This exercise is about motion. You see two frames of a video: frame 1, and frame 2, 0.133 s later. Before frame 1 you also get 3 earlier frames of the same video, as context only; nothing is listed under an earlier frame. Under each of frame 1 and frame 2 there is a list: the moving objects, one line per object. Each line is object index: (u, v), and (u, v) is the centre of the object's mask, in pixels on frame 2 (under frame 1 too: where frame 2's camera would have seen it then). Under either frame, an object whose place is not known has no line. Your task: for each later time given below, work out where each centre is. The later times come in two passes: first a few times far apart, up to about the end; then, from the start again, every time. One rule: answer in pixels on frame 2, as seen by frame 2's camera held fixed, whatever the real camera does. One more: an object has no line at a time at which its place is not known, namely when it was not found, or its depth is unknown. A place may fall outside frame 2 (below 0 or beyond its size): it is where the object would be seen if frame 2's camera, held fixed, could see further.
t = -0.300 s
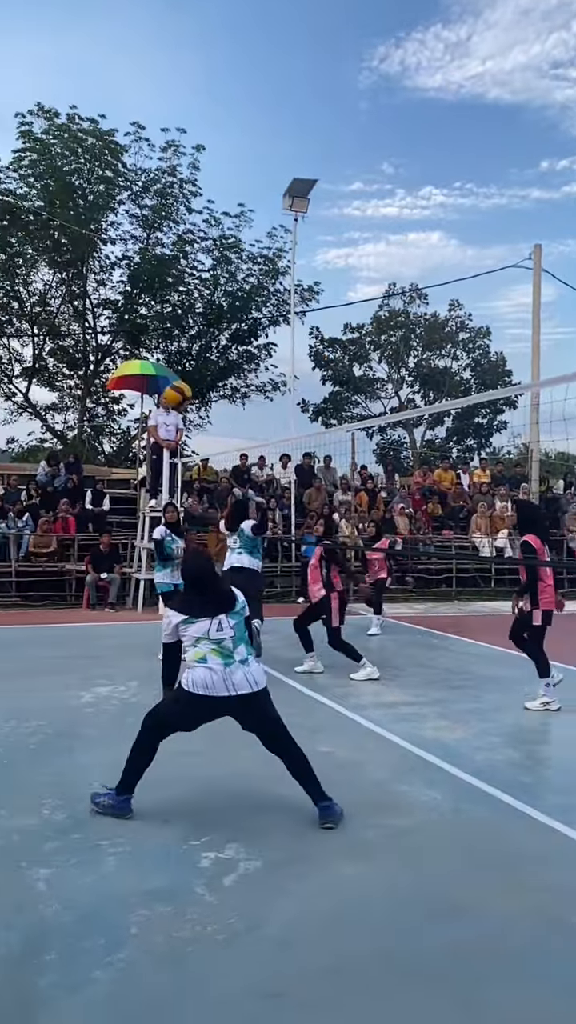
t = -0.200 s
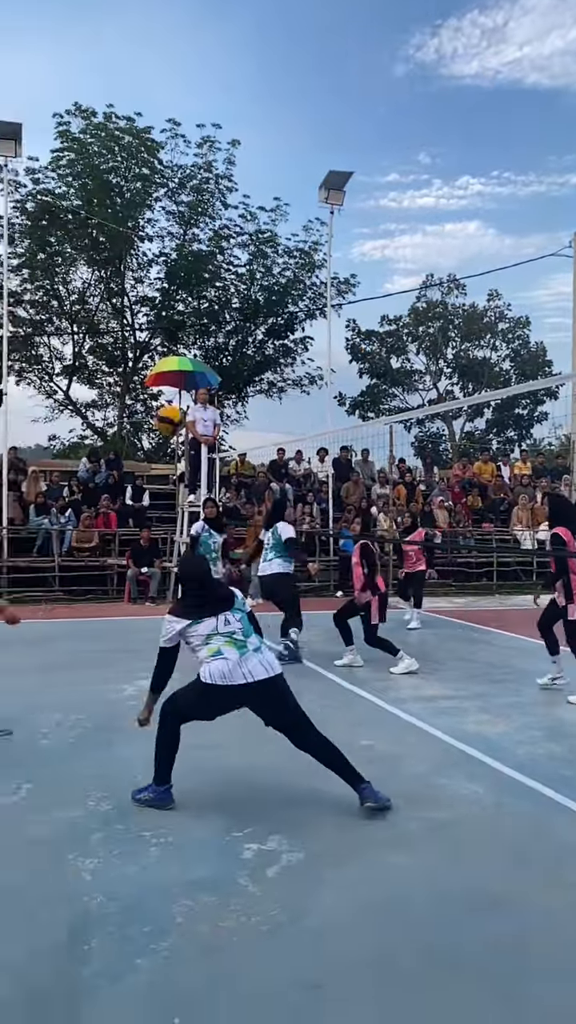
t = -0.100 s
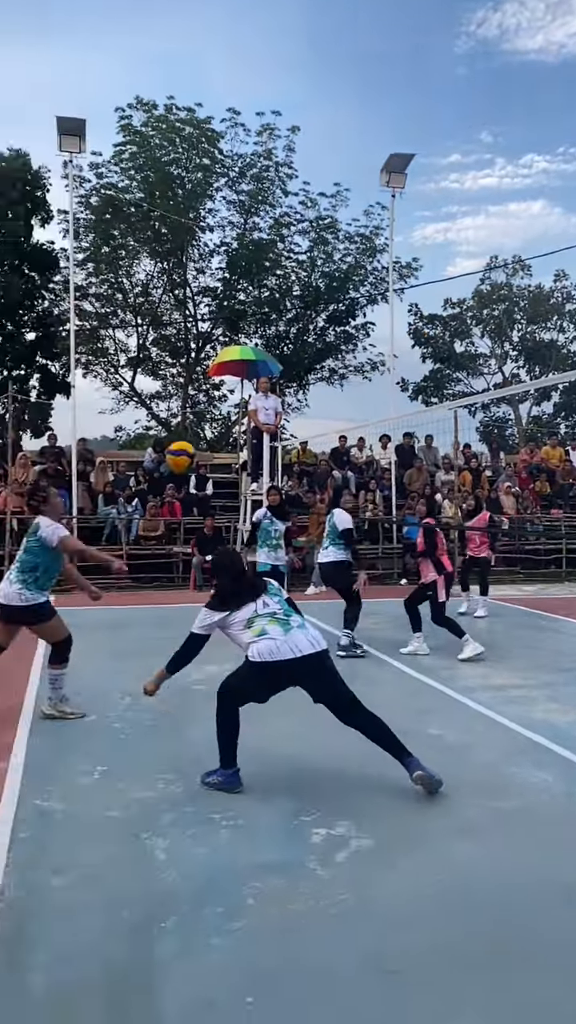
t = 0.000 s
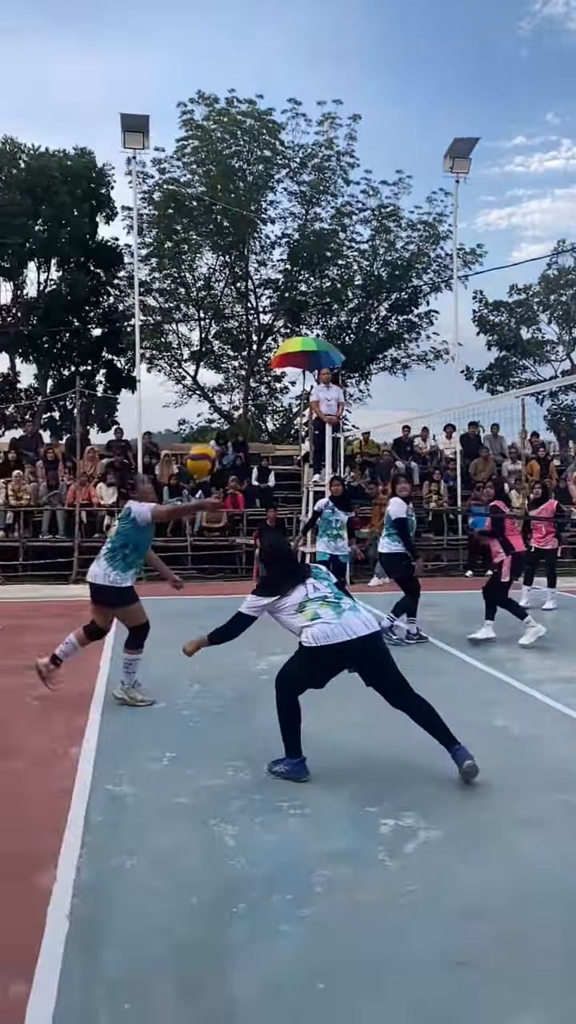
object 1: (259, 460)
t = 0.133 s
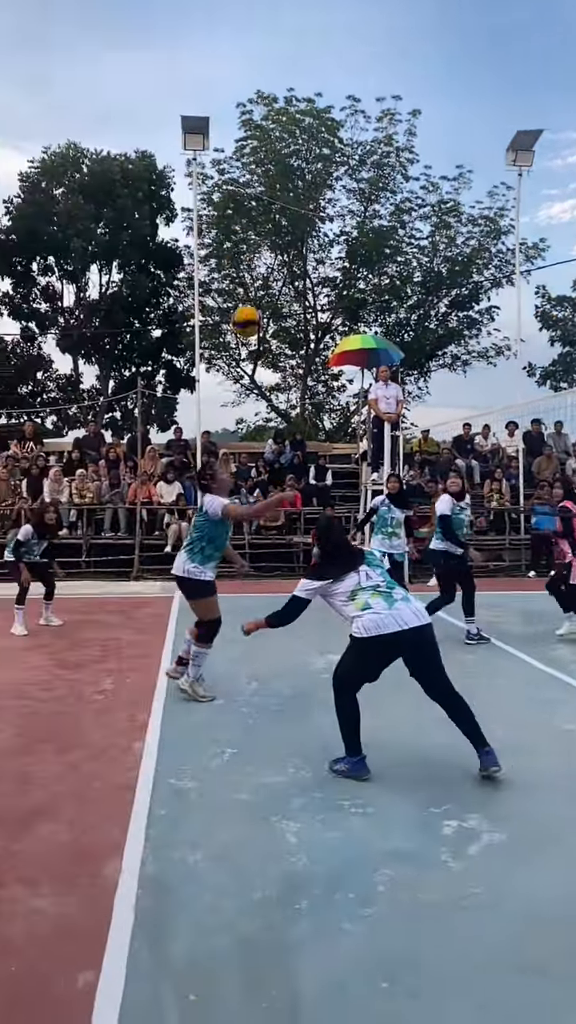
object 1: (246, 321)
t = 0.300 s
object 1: (229, 203)
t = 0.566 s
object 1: (206, 118)
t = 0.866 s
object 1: (181, 134)
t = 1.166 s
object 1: (157, 240)
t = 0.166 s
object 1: (244, 293)
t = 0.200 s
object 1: (240, 267)
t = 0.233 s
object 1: (236, 243)
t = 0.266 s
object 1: (234, 223)
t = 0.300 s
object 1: (229, 203)
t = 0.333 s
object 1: (226, 186)
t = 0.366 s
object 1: (223, 172)
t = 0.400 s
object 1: (220, 159)
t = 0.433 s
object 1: (217, 148)
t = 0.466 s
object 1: (214, 138)
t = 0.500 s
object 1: (210, 130)
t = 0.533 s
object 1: (208, 123)
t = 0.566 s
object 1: (206, 118)
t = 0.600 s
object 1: (203, 114)
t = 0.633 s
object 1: (200, 110)
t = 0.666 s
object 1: (197, 112)
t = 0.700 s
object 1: (194, 112)
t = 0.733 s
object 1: (190, 113)
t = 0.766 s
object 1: (188, 117)
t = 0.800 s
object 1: (186, 122)
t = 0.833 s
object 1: (183, 127)
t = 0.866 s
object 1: (181, 134)
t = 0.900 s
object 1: (177, 142)
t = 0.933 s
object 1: (175, 151)
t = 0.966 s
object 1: (173, 161)
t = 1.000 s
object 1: (169, 172)
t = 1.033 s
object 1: (167, 181)
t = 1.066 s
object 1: (164, 196)
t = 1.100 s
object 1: (162, 209)
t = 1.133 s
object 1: (159, 224)
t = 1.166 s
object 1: (157, 240)
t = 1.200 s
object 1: (155, 256)
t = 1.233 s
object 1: (153, 272)
